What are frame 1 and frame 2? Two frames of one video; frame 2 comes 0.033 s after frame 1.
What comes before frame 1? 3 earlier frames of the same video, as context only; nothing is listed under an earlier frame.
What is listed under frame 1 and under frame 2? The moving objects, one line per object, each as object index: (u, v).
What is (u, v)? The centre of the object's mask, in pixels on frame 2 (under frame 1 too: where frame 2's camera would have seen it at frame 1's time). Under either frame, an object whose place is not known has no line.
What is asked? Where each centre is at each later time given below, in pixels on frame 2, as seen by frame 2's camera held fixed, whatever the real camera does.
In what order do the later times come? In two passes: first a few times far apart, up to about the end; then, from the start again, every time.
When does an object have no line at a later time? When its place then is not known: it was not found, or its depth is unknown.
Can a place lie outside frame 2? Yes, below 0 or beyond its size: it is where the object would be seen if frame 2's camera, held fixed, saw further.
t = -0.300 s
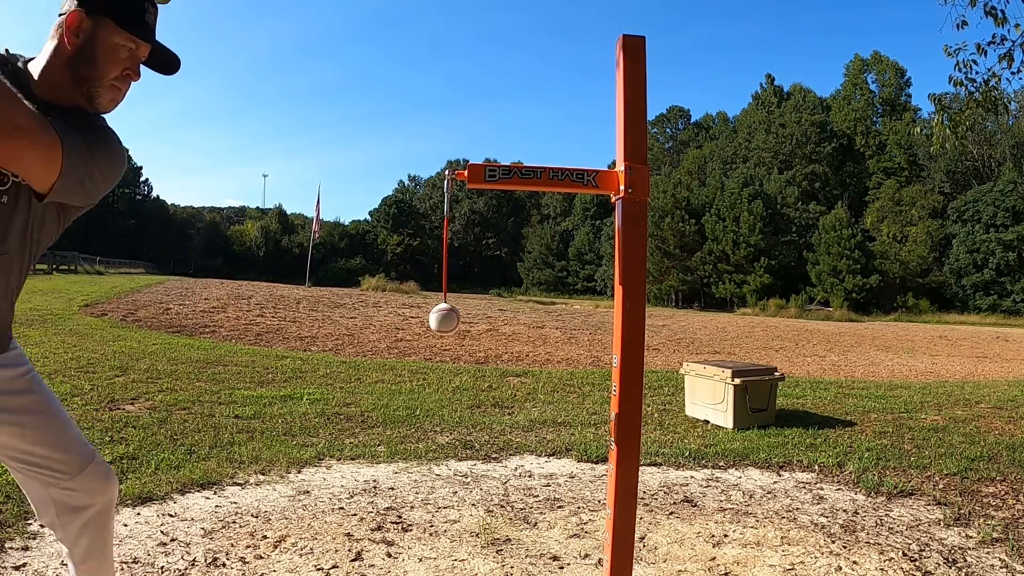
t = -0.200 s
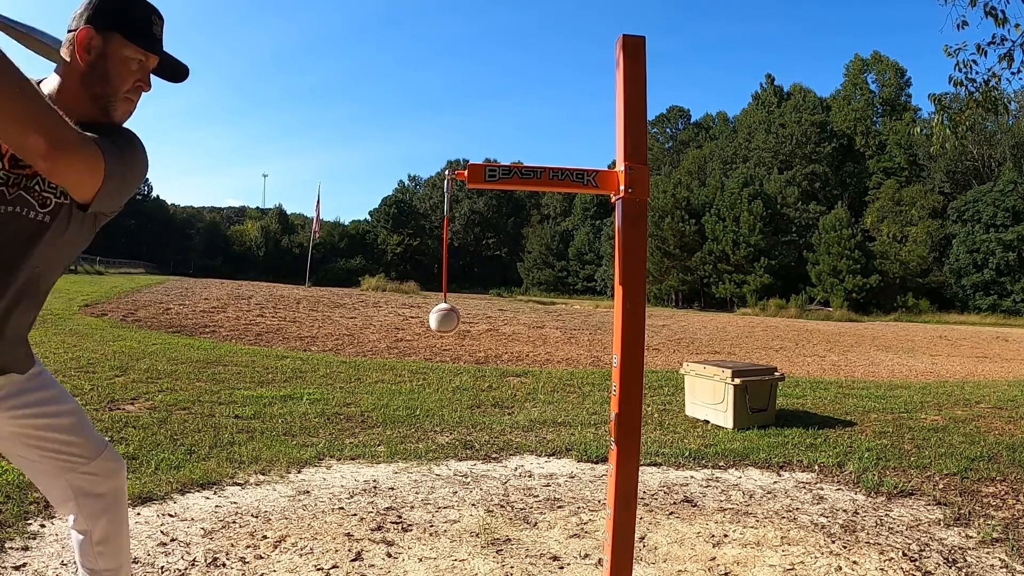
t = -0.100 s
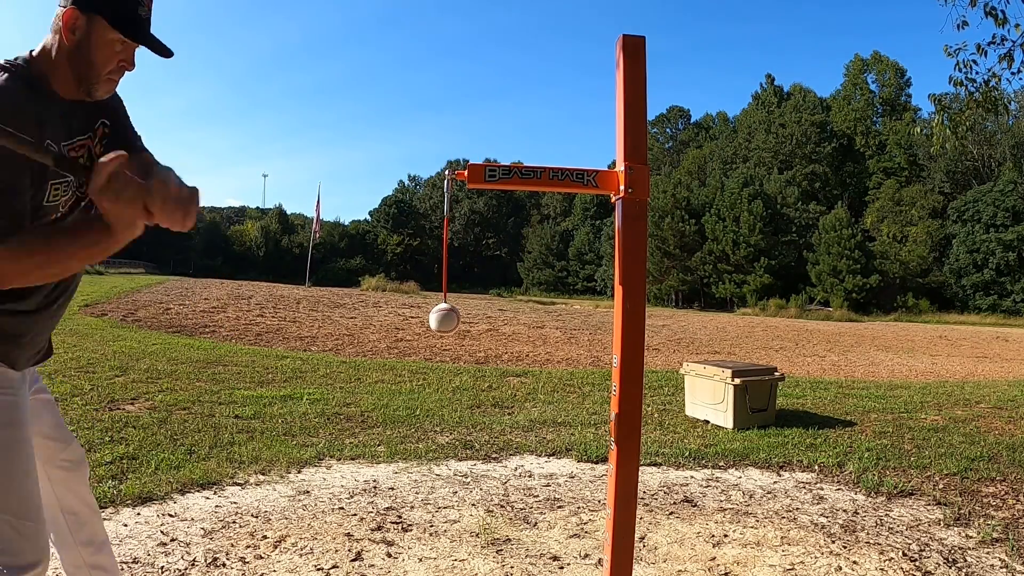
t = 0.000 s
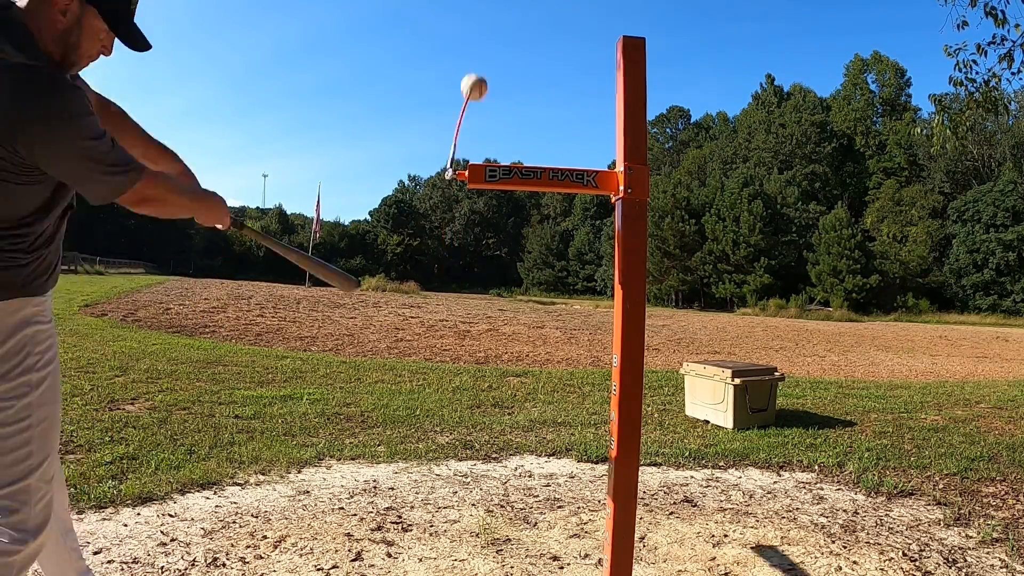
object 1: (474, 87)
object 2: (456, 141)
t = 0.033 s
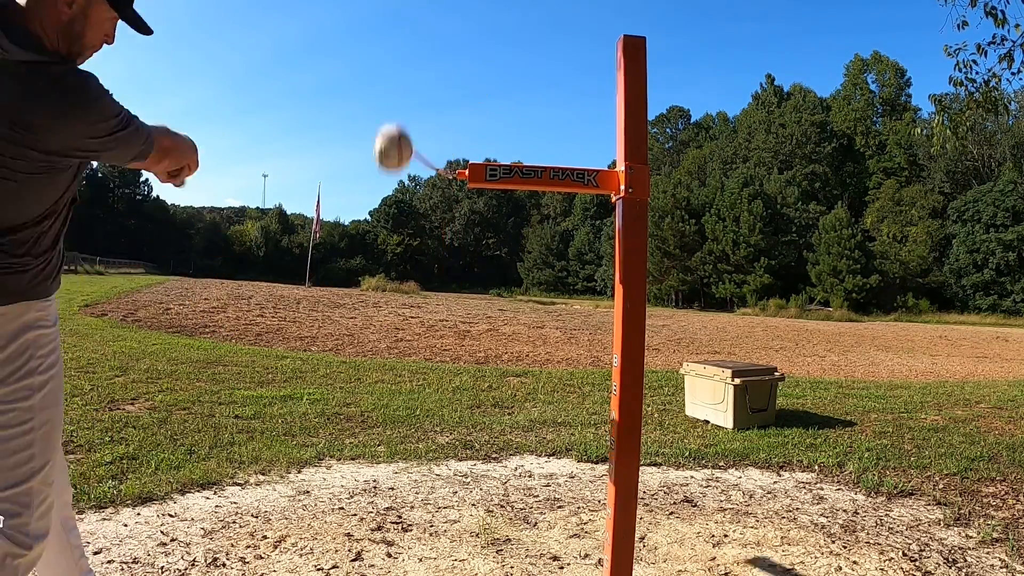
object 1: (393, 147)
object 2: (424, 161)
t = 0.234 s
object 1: (460, 68)
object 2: (453, 132)
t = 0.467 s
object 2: (447, 228)
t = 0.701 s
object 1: (476, 151)
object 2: (456, 170)
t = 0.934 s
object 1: (425, 31)
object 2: (439, 120)
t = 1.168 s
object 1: (394, 112)
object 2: (432, 156)
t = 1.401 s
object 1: (415, 243)
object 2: (437, 195)
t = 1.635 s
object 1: (432, 284)
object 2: (442, 213)
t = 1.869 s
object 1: (428, 273)
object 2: (441, 210)
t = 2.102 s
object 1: (407, 200)
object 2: (440, 179)
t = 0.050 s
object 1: (424, 308)
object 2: (443, 226)
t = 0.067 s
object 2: (453, 221)
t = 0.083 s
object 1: (482, 201)
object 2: (456, 184)
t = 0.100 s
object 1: (475, 99)
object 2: (461, 148)
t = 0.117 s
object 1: (449, 34)
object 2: (451, 112)
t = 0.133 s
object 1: (413, 59)
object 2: (432, 134)
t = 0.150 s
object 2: (442, 177)
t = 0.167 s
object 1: (436, 316)
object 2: (441, 227)
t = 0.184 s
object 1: (465, 297)
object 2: (455, 222)
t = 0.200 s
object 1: (479, 227)
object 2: (456, 191)
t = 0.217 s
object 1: (475, 142)
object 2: (459, 163)
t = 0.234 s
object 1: (460, 68)
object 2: (453, 132)
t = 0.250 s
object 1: (435, 30)
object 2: (443, 114)
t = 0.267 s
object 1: (408, 61)
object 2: (433, 135)
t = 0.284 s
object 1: (402, 186)
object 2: (438, 176)
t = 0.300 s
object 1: (429, 297)
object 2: (441, 222)
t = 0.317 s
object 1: (460, 317)
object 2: (450, 228)
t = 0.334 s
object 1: (477, 274)
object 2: (458, 210)
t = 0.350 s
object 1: (481, 206)
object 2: (456, 183)
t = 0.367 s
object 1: (473, 132)
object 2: (456, 162)
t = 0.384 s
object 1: (457, 69)
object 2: (452, 134)
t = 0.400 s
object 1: (433, 32)
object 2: (441, 117)
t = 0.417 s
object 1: (406, 47)
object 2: (434, 130)
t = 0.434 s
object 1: (394, 137)
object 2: (433, 164)
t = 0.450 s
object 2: (436, 202)
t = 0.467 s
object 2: (447, 228)
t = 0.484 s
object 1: (472, 304)
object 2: (456, 225)
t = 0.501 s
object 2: (461, 204)
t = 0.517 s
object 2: (450, 175)
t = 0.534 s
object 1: (472, 121)
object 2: (457, 155)
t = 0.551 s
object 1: (455, 63)
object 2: (450, 131)
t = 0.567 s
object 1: (431, 32)
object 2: (441, 121)
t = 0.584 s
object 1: (406, 45)
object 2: (433, 128)
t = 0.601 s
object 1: (394, 124)
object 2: (433, 161)
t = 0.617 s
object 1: (409, 242)
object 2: (434, 197)
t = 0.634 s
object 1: (441, 311)
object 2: (445, 227)
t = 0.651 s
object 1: (466, 313)
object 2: (455, 230)
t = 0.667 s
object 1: (480, 275)
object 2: (460, 213)
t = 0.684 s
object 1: (483, 216)
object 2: (458, 188)
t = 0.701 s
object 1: (476, 151)
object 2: (456, 170)
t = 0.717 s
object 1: (463, 92)
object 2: (454, 139)
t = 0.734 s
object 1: (444, 47)
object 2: (446, 125)
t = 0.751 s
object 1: (421, 30)
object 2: (437, 117)
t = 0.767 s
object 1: (401, 61)
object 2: (431, 133)
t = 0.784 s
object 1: (397, 150)
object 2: (435, 169)
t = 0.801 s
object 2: (437, 201)
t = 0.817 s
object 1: (446, 314)
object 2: (447, 226)
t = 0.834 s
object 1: (469, 312)
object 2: (456, 227)
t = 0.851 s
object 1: (480, 275)
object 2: (460, 213)
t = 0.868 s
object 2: (458, 188)
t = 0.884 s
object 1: (475, 155)
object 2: (453, 172)
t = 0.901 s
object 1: (463, 101)
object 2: (454, 148)
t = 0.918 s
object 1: (446, 55)
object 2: (447, 129)
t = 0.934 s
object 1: (425, 31)
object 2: (439, 120)
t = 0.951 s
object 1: (405, 44)
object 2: (432, 127)
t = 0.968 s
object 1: (395, 110)
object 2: (432, 155)
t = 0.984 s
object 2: (437, 184)
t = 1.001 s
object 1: (434, 293)
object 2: (442, 217)
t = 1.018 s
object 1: (460, 318)
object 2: (452, 231)
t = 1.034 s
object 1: (476, 300)
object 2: (458, 222)
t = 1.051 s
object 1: (482, 256)
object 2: (460, 204)
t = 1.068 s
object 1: (481, 201)
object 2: (455, 181)
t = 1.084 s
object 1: (473, 142)
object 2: (453, 168)
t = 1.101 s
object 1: (459, 89)
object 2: (452, 142)
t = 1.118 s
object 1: (441, 49)
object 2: (445, 126)
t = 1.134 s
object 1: (421, 31)
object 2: (438, 121)
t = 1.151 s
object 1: (402, 48)
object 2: (432, 130)
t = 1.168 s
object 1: (394, 112)
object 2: (432, 156)
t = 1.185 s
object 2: (438, 182)
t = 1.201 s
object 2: (442, 216)
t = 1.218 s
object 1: (458, 317)
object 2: (451, 229)
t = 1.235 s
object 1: (475, 305)
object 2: (458, 226)
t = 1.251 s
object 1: (483, 267)
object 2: (461, 210)
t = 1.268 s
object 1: (482, 215)
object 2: (457, 187)
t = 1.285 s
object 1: (475, 156)
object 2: (449, 174)
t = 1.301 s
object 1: (464, 107)
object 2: (454, 149)
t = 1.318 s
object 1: (448, 63)
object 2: (447, 132)
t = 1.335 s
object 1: (430, 36)
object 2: (441, 121)
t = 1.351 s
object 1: (411, 34)
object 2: (432, 117)
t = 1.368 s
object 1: (397, 71)
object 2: (429, 137)
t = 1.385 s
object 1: (397, 150)
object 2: (435, 169)
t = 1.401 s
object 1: (415, 243)
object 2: (437, 195)
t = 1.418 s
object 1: (441, 302)
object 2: (446, 221)
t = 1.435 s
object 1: (463, 318)
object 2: (453, 231)
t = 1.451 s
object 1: (476, 298)
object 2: (459, 223)
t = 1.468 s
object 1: (482, 260)
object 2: (460, 206)
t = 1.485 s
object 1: (481, 210)
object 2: (457, 187)
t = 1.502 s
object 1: (474, 155)
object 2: (454, 171)
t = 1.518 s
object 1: (463, 107)
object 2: (453, 150)
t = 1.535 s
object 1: (448, 65)
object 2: (448, 129)
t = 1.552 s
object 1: (432, 37)
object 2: (441, 123)
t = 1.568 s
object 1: (414, 32)
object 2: (434, 116)
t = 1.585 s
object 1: (401, 59)
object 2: (431, 134)
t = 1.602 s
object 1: (397, 123)
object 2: (434, 160)
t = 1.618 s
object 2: (441, 182)
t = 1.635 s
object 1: (432, 284)
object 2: (442, 213)
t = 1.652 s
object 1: (455, 316)
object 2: (450, 230)
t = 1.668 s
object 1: (470, 312)
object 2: (457, 229)
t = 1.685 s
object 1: (479, 282)
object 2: (460, 217)
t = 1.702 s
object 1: (481, 241)
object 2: (459, 199)
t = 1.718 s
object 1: (477, 196)
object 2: (454, 179)
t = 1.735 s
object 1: (470, 143)
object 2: (453, 167)
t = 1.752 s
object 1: (459, 97)
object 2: (452, 146)
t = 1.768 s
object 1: (445, 60)
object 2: (446, 132)
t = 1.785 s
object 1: (430, 36)
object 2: (441, 120)
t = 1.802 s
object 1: (415, 32)
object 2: (435, 118)
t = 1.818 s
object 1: (404, 57)
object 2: (432, 132)
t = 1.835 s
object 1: (400, 117)
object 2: (434, 158)
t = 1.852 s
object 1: (408, 200)
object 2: (441, 179)
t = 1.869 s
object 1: (428, 273)
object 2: (441, 210)
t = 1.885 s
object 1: (449, 313)
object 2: (448, 226)
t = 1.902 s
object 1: (465, 317)
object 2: (454, 231)
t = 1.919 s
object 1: (474, 295)
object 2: (458, 222)
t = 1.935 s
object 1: (479, 260)
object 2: (458, 205)
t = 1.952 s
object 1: (478, 216)
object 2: (456, 187)
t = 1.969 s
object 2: (449, 175)
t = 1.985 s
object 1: (466, 123)
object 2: (454, 156)
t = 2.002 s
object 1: (455, 82)
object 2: (450, 141)
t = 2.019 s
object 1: (442, 51)
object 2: (446, 129)
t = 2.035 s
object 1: (428, 32)
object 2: (441, 121)
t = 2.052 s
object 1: (415, 34)
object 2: (436, 122)
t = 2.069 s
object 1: (404, 62)
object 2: (432, 134)
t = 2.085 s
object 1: (400, 121)
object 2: (434, 159)
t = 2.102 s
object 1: (407, 200)
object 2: (440, 179)
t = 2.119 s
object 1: (425, 270)
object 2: (440, 207)
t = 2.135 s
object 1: (444, 309)
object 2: (447, 223)
